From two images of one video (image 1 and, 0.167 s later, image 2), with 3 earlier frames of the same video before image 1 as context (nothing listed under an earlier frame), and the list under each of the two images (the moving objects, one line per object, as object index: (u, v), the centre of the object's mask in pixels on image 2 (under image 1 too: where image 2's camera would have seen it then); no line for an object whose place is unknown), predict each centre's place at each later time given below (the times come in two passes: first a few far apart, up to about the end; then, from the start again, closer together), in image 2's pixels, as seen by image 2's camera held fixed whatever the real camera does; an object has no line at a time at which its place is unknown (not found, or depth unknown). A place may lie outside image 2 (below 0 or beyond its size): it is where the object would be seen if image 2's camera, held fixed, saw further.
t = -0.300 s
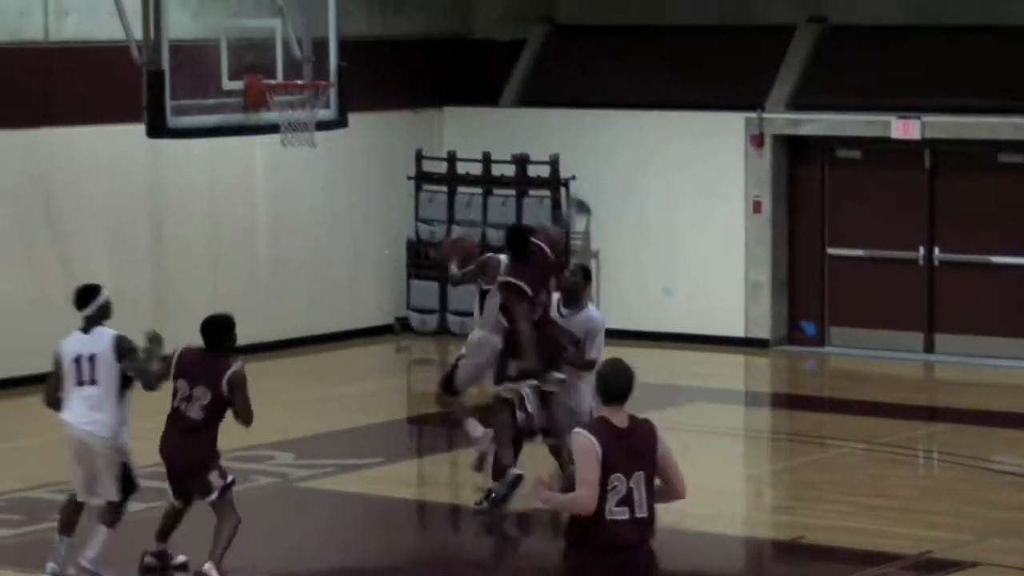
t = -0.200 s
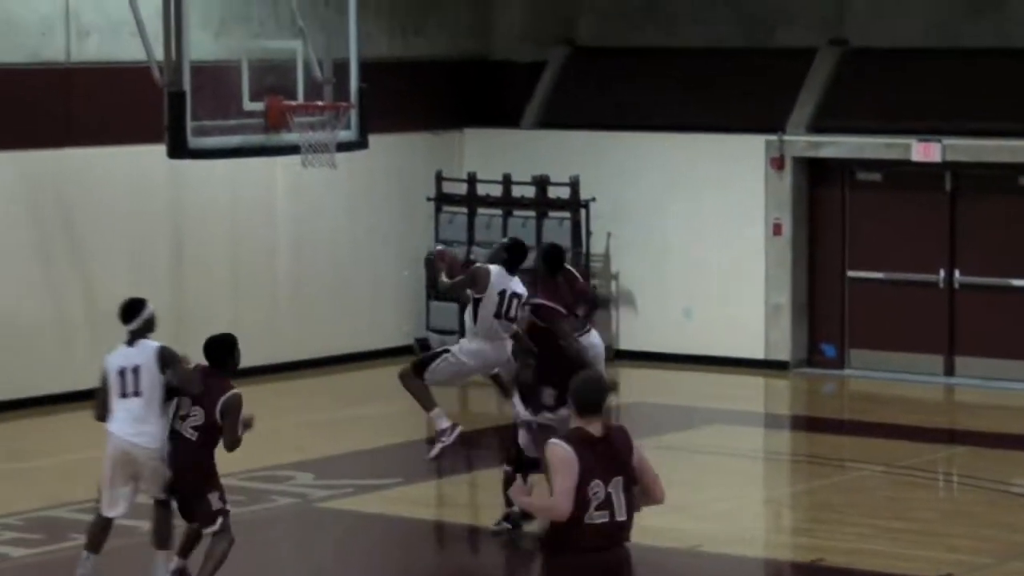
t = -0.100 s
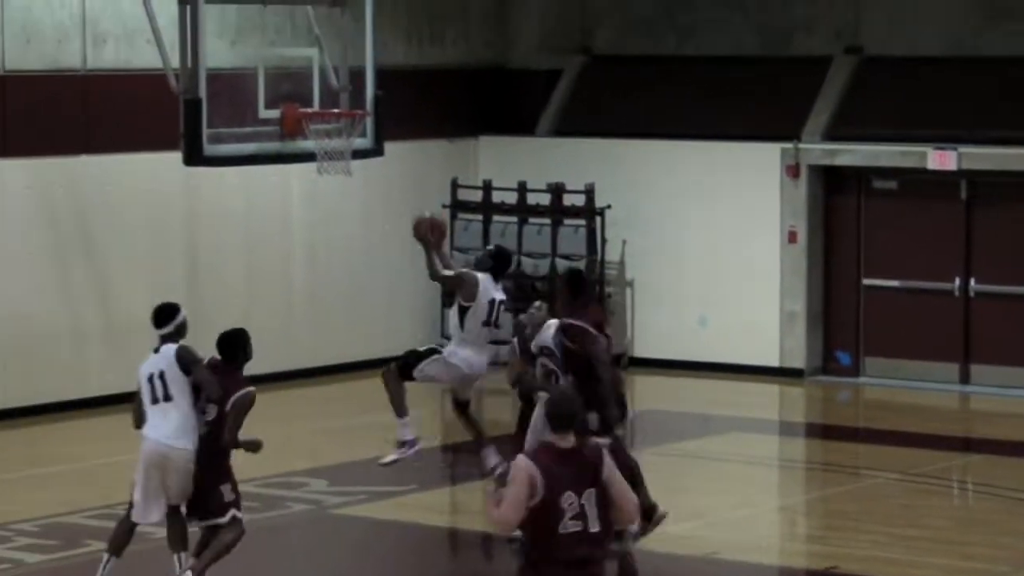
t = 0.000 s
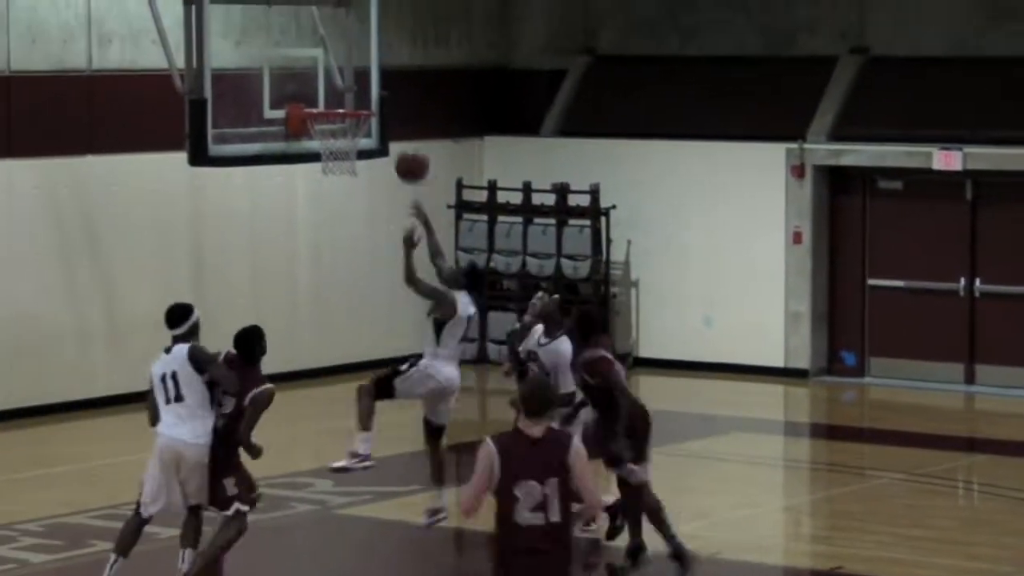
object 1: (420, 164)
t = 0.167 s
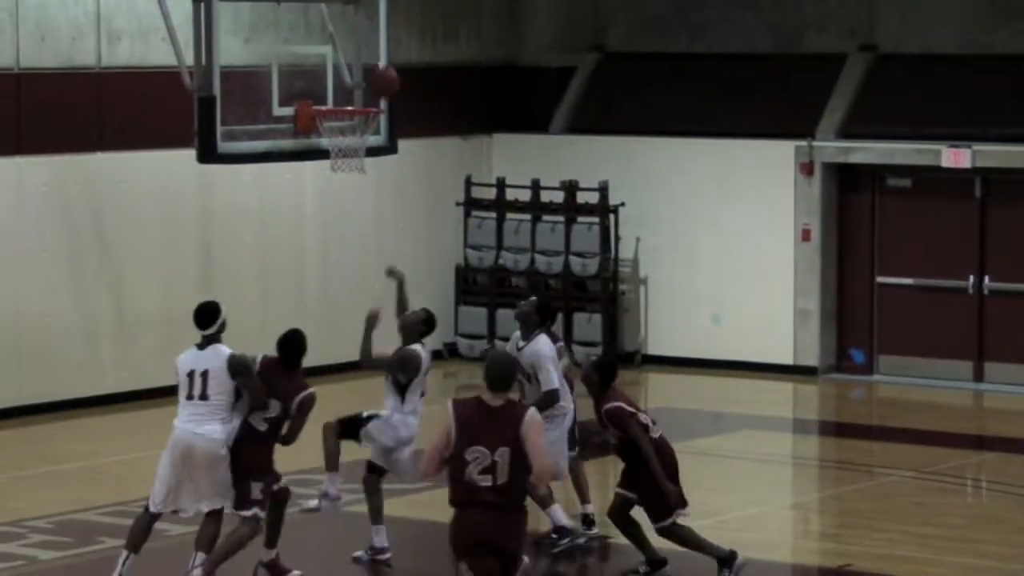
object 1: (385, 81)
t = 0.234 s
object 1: (366, 60)
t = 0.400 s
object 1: (348, 30)
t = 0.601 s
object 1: (352, 45)
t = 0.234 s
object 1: (366, 60)
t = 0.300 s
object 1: (350, 44)
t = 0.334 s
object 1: (347, 39)
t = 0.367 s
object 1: (348, 34)
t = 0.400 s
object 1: (348, 30)
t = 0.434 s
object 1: (349, 29)
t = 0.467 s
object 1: (349, 29)
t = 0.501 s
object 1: (350, 30)
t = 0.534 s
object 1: (350, 34)
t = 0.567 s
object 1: (351, 39)
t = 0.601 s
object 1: (352, 45)
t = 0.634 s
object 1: (354, 54)
